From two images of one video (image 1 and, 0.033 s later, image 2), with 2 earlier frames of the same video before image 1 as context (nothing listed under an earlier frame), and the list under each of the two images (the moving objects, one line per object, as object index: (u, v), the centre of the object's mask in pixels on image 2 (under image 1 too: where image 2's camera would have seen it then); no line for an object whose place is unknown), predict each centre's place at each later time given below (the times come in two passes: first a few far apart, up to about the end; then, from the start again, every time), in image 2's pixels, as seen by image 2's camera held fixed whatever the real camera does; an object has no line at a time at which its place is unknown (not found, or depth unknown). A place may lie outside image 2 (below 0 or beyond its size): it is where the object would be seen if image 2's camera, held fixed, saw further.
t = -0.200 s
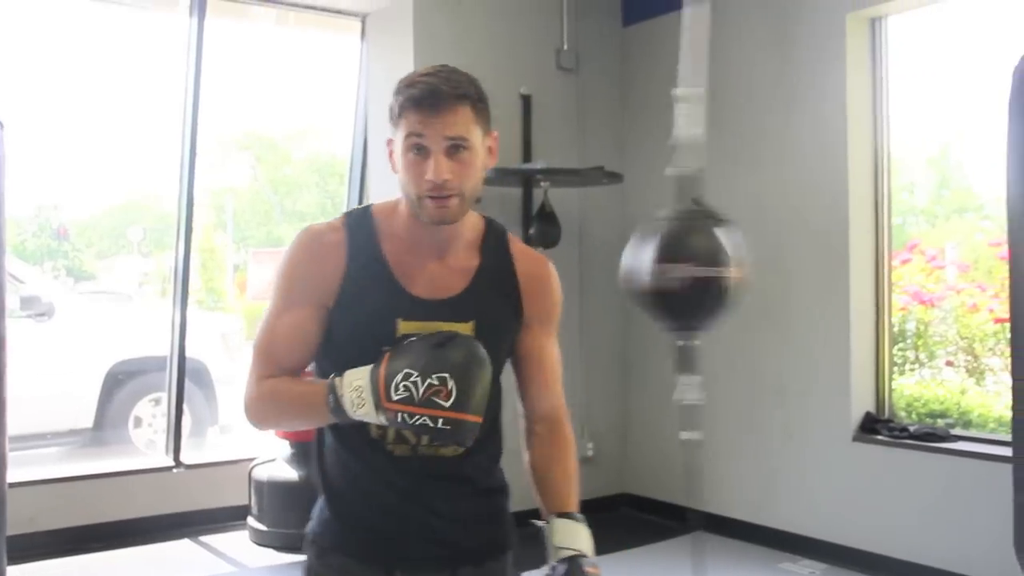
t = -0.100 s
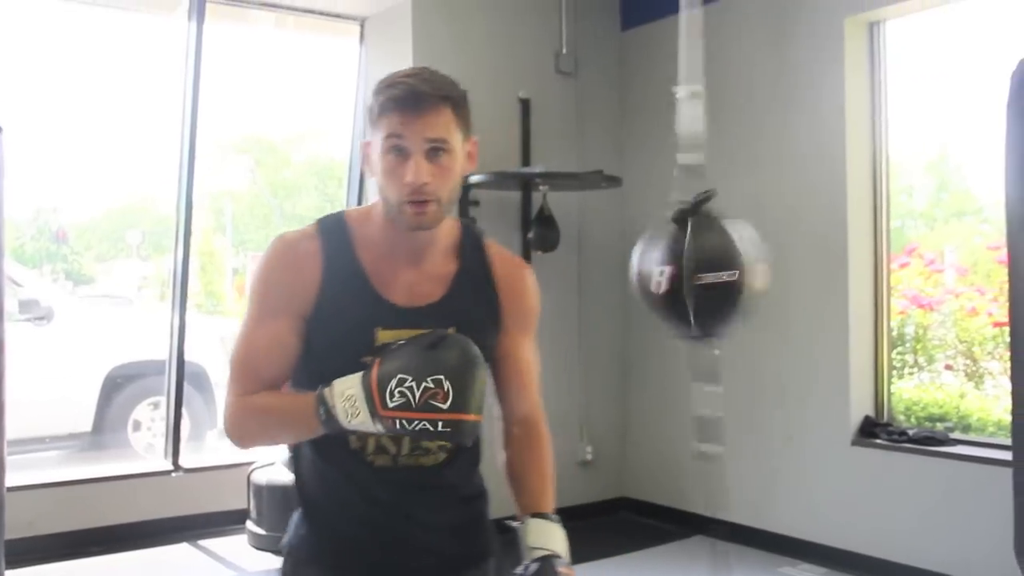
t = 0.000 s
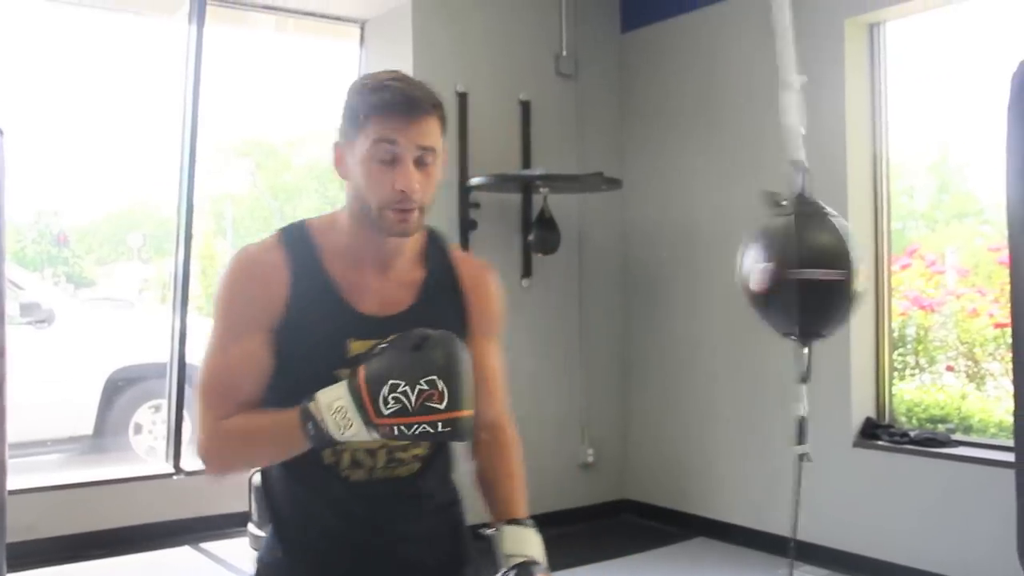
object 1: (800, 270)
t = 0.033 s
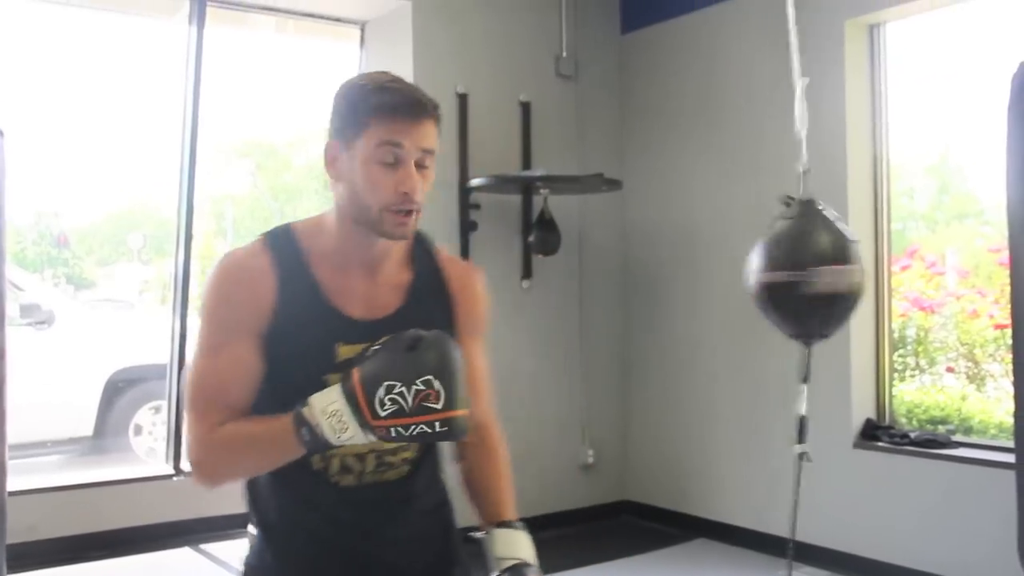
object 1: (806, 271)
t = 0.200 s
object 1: (678, 273)
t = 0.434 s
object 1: (795, 273)
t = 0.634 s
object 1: (712, 277)
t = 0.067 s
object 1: (791, 272)
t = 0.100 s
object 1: (762, 275)
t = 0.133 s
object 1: (724, 274)
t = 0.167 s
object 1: (692, 276)
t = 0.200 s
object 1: (678, 273)
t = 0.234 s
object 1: (682, 273)
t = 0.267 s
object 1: (708, 275)
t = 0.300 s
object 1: (745, 272)
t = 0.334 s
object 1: (785, 275)
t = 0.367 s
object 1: (810, 271)
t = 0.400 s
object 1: (813, 269)
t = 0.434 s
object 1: (795, 273)
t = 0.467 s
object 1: (757, 272)
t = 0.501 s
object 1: (715, 276)
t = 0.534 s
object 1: (685, 273)
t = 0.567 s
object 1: (673, 278)
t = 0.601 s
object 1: (681, 278)
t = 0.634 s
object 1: (712, 277)
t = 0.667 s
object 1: (752, 278)
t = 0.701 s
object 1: (788, 274)
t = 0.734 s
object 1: (808, 275)
